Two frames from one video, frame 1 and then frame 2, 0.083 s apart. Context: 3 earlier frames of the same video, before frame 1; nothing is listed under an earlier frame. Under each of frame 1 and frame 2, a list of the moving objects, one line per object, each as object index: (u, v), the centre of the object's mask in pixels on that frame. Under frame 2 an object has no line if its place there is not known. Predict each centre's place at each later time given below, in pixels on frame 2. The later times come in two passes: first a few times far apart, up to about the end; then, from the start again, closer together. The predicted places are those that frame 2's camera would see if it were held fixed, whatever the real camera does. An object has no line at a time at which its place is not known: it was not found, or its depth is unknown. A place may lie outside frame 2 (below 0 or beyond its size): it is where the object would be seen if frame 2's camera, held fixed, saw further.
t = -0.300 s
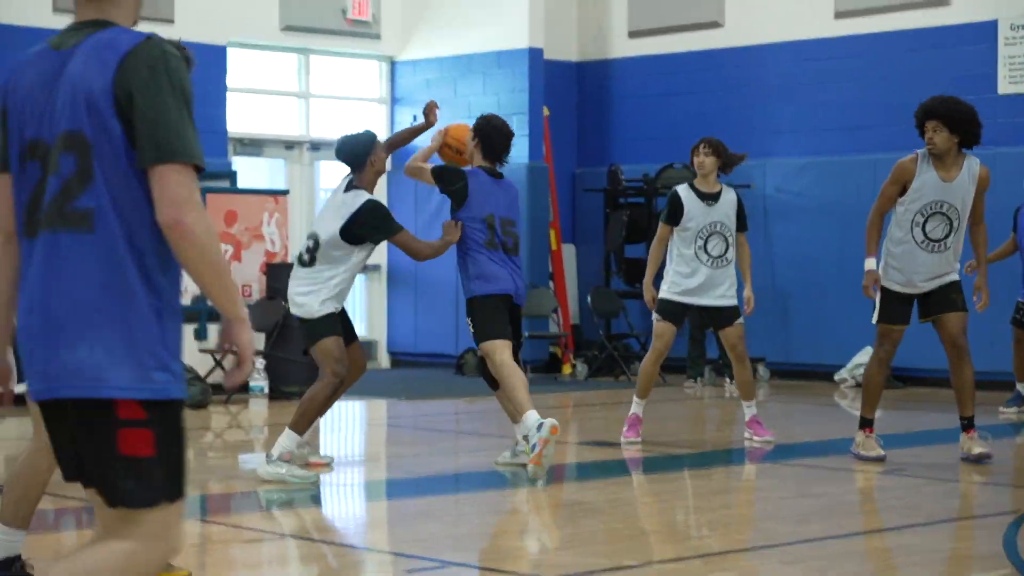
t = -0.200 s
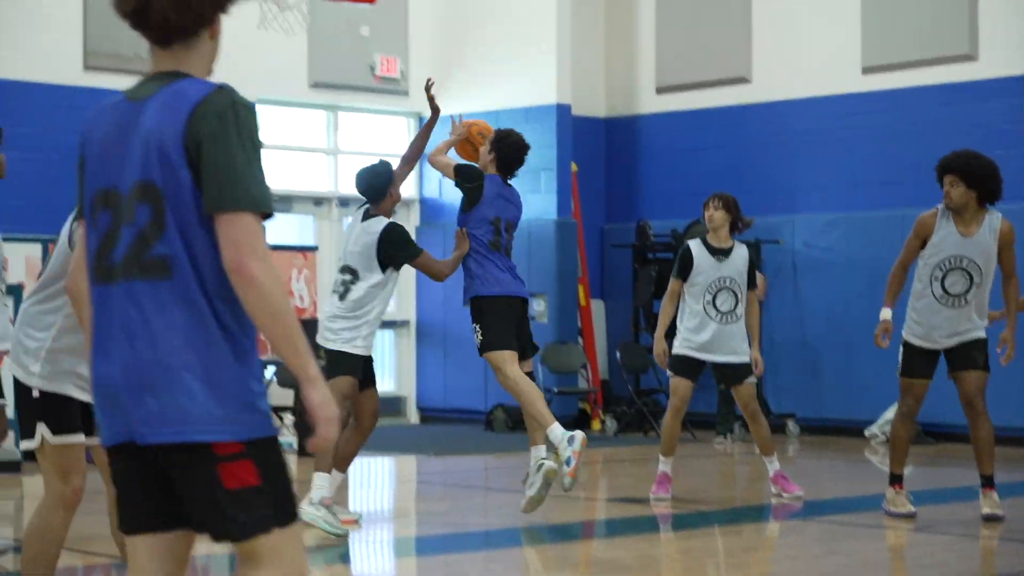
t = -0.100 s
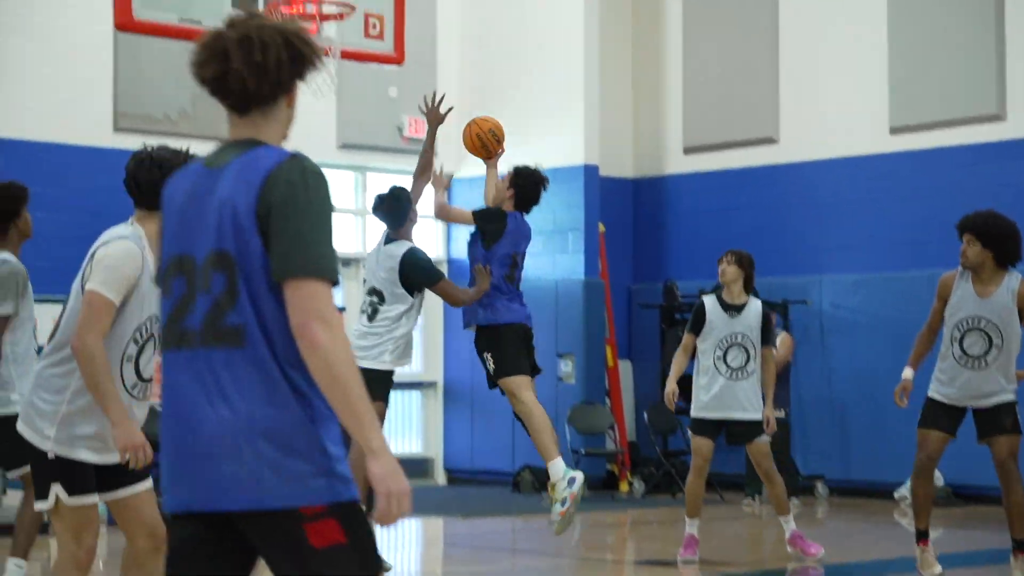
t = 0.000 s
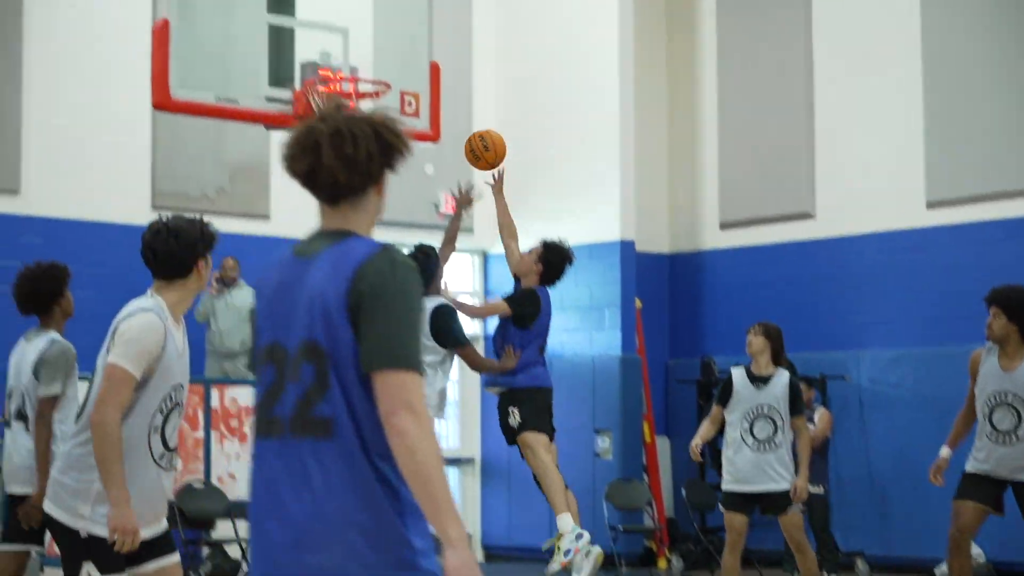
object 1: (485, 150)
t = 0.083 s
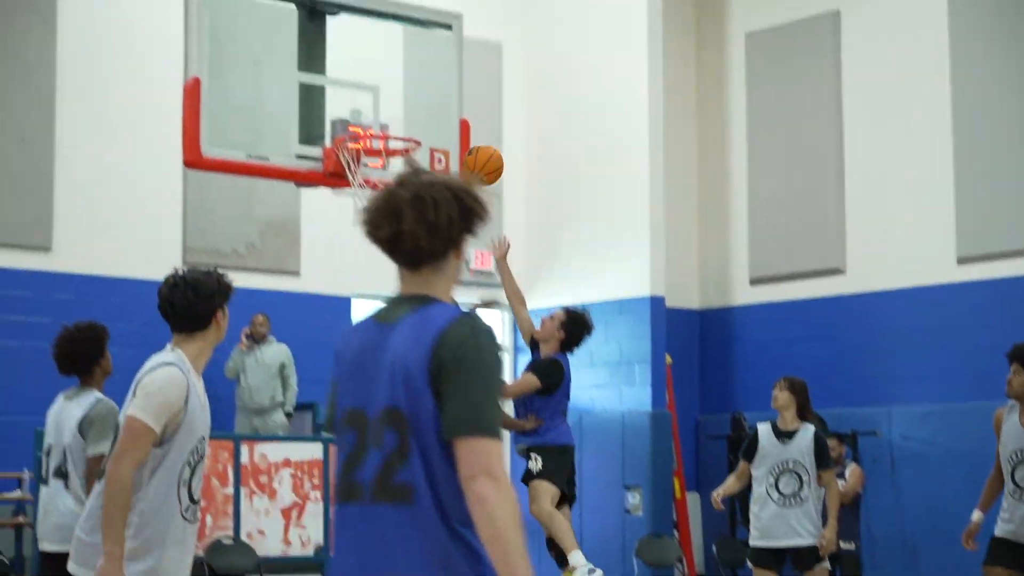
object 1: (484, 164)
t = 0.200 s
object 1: (440, 129)
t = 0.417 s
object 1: (411, 118)
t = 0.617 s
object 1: (389, 123)
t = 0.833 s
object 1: (379, 175)
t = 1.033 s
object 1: (374, 269)
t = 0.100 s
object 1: (477, 159)
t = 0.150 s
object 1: (460, 140)
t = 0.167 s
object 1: (453, 136)
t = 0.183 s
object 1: (447, 132)
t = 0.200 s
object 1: (440, 129)
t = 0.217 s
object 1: (434, 125)
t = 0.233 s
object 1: (428, 122)
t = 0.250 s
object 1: (422, 120)
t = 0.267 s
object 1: (419, 118)
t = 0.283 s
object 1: (418, 116)
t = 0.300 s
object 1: (417, 115)
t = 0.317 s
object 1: (417, 114)
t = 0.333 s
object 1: (416, 114)
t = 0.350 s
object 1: (415, 114)
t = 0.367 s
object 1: (414, 114)
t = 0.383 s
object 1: (413, 115)
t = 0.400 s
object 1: (412, 116)
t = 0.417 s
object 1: (411, 118)
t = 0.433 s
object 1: (410, 119)
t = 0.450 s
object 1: (409, 121)
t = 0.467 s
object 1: (408, 123)
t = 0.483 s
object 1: (407, 123)
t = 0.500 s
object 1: (404, 123)
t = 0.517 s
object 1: (402, 123)
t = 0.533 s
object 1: (400, 123)
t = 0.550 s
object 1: (398, 120)
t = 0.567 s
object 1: (396, 121)
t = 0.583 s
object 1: (393, 121)
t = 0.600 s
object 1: (391, 122)
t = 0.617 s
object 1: (389, 123)
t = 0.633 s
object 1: (387, 128)
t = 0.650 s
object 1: (385, 132)
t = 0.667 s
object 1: (383, 136)
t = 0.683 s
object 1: (380, 141)
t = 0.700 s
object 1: (378, 145)
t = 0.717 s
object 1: (378, 147)
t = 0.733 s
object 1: (378, 150)
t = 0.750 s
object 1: (378, 155)
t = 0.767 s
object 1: (378, 158)
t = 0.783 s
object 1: (378, 160)
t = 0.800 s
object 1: (378, 165)
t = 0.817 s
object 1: (379, 169)
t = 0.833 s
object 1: (379, 175)
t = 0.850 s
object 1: (380, 181)
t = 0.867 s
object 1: (380, 185)
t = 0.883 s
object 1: (375, 193)
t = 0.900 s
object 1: (375, 202)
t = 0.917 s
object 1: (375, 209)
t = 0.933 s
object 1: (376, 216)
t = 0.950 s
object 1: (376, 224)
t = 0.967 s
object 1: (375, 232)
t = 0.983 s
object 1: (375, 240)
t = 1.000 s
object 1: (374, 249)
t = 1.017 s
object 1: (374, 259)
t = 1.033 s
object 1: (374, 269)
